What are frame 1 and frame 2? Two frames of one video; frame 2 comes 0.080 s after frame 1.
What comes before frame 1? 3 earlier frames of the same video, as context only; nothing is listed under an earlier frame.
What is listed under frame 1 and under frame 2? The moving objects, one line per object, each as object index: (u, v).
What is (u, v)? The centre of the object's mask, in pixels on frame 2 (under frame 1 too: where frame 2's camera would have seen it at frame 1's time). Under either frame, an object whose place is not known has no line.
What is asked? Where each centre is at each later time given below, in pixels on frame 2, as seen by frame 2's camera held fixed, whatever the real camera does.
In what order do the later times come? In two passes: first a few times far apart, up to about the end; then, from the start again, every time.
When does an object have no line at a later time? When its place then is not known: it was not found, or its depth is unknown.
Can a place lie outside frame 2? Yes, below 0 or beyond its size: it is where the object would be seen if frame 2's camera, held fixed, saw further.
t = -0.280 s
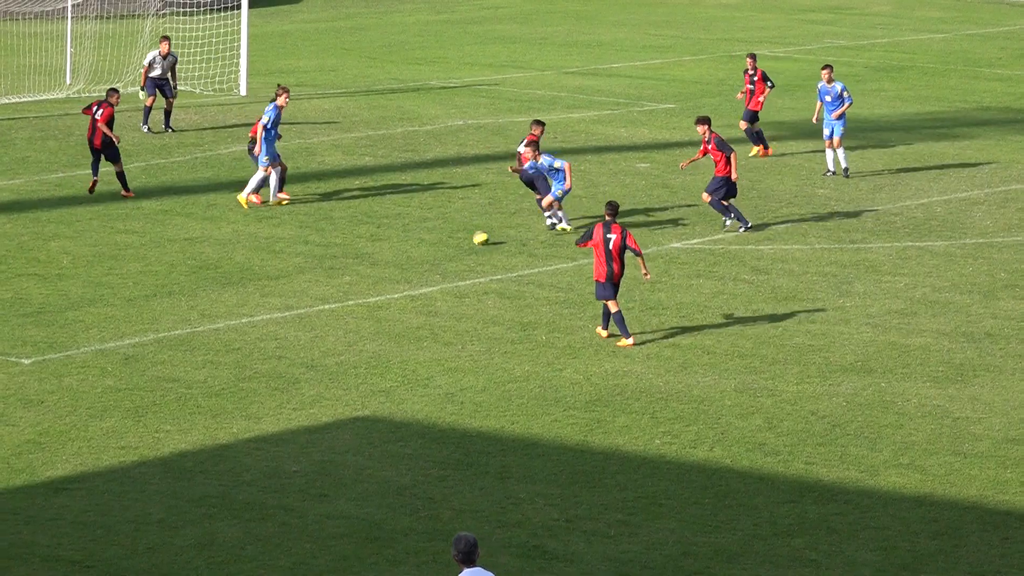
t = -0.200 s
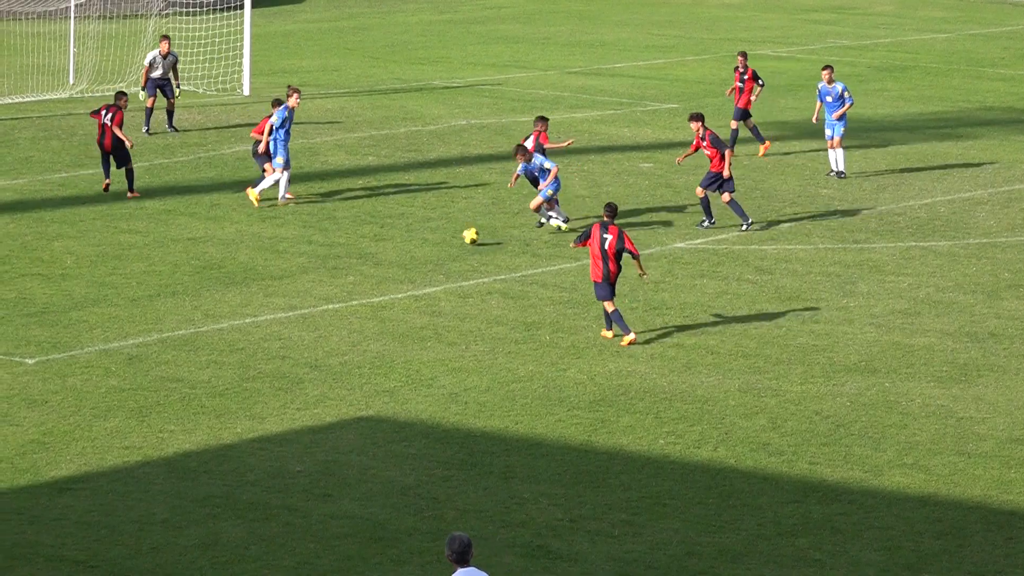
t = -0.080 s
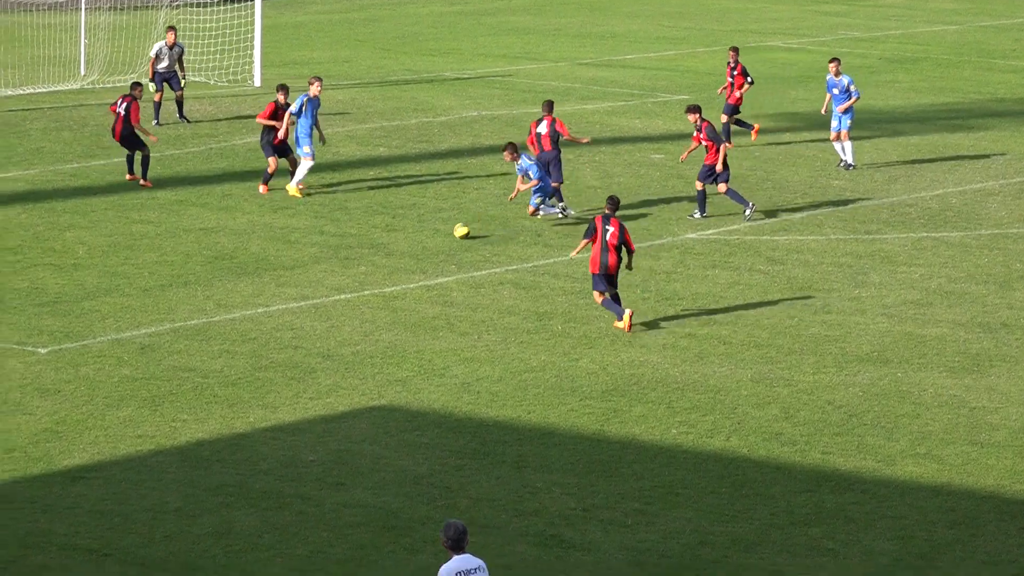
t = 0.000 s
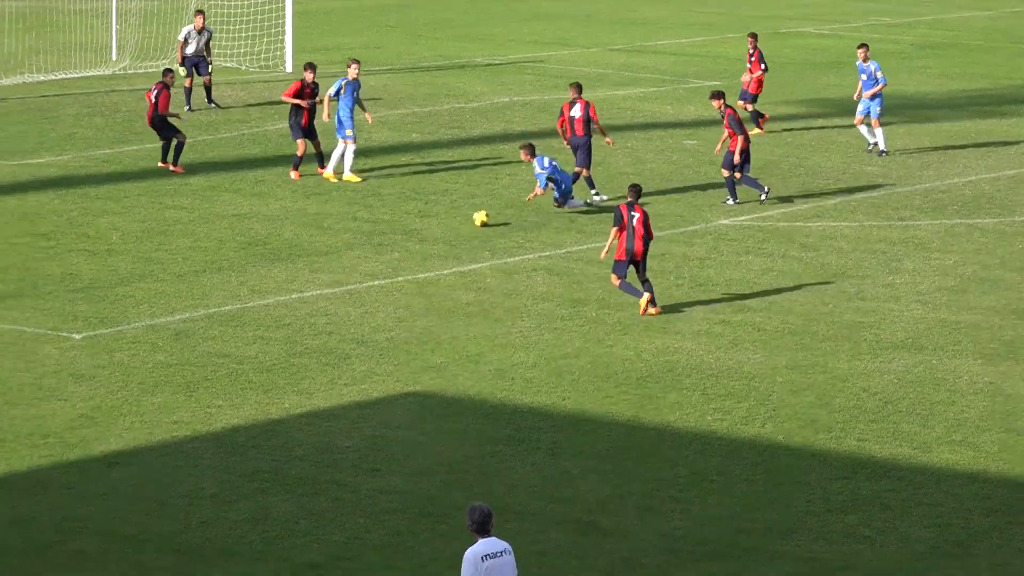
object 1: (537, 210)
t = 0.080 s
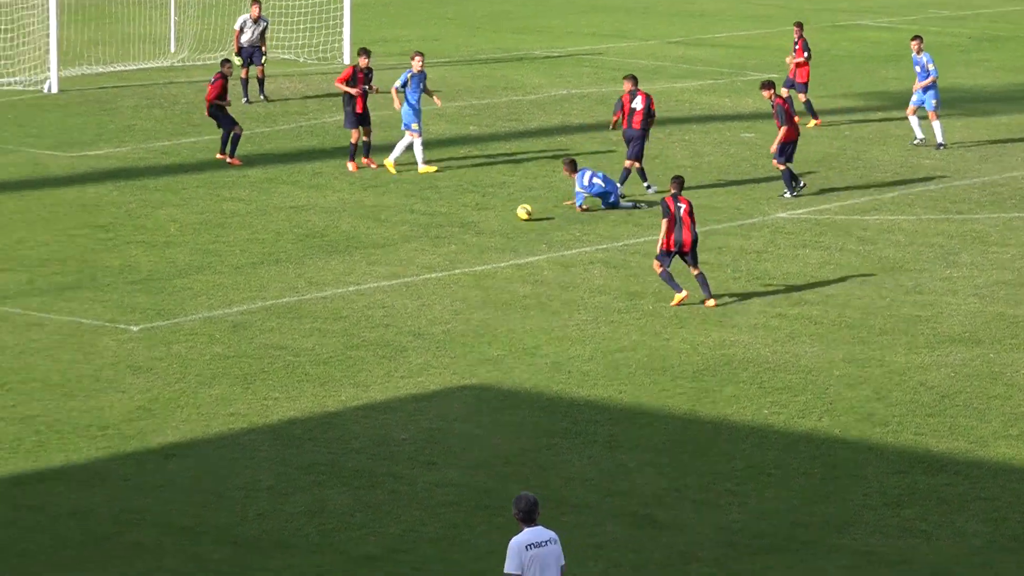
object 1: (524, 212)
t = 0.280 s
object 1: (493, 217)
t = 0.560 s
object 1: (448, 222)
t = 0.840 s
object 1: (405, 228)
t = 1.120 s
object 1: (365, 232)
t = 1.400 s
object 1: (327, 235)
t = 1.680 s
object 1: (292, 239)
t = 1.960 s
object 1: (260, 242)
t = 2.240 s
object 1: (230, 245)
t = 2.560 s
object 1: (201, 248)
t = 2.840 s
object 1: (178, 250)
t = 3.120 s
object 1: (159, 251)
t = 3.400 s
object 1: (144, 253)
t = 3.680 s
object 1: (134, 253)
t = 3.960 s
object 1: (125, 254)
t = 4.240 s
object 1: (119, 255)
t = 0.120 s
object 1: (518, 215)
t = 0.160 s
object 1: (511, 215)
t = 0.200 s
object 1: (505, 216)
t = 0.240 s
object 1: (499, 216)
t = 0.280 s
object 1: (493, 217)
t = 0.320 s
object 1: (487, 218)
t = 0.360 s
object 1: (480, 219)
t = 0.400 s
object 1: (474, 219)
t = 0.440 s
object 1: (467, 220)
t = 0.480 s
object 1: (461, 221)
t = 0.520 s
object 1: (455, 221)
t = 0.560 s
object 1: (448, 222)
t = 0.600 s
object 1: (442, 222)
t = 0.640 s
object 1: (435, 224)
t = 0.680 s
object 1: (429, 225)
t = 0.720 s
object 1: (424, 225)
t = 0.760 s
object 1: (417, 226)
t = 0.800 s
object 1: (411, 226)
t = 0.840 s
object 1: (405, 228)
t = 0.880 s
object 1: (399, 227)
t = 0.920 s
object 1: (393, 229)
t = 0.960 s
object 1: (387, 229)
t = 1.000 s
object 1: (381, 229)
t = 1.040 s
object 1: (376, 230)
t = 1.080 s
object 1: (370, 231)
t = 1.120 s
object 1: (365, 232)
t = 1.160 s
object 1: (359, 231)
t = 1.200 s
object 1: (353, 232)
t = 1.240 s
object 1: (348, 232)
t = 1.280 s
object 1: (343, 233)
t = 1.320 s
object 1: (337, 234)
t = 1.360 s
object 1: (332, 234)
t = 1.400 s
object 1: (327, 235)
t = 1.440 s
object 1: (322, 236)
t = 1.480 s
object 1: (317, 236)
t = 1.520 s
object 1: (311, 236)
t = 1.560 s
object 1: (307, 237)
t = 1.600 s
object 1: (302, 238)
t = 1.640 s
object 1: (296, 238)
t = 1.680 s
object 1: (292, 239)
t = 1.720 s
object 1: (287, 239)
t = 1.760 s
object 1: (282, 240)
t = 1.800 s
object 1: (277, 240)
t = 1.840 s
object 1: (273, 240)
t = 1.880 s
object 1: (268, 241)
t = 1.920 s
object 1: (264, 242)
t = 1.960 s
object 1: (260, 242)
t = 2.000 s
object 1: (255, 243)
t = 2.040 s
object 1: (251, 243)
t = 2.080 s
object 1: (247, 243)
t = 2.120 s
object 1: (243, 243)
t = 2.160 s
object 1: (238, 244)
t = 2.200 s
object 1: (234, 246)
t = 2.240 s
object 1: (230, 245)
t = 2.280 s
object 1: (226, 245)
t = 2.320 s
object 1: (223, 246)
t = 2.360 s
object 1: (219, 246)
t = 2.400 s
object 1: (215, 246)
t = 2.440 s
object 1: (211, 247)
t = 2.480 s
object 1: (208, 247)
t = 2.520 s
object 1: (204, 247)
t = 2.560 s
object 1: (201, 248)
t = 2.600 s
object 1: (198, 248)
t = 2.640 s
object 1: (194, 249)
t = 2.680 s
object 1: (190, 249)
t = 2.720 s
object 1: (188, 250)
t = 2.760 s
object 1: (185, 250)
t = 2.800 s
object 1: (181, 249)
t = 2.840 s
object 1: (178, 250)
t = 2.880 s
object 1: (175, 250)
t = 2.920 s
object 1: (173, 251)
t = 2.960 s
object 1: (170, 251)
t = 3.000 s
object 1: (167, 251)
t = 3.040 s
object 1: (164, 251)
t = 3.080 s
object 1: (162, 252)
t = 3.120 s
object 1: (159, 251)
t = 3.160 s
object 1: (157, 252)
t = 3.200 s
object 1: (155, 252)
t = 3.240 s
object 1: (152, 252)
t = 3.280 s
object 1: (151, 252)
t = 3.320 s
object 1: (148, 252)
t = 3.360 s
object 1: (146, 253)
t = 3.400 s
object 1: (144, 253)
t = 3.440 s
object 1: (142, 253)
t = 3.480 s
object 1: (141, 253)
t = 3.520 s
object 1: (139, 254)
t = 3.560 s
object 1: (138, 254)
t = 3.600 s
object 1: (136, 254)
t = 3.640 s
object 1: (135, 253)
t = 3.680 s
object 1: (134, 253)
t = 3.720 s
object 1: (132, 253)
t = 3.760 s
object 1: (131, 253)
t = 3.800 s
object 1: (129, 253)
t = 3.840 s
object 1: (128, 254)
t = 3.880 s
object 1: (127, 254)
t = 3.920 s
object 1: (126, 254)
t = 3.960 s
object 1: (125, 254)
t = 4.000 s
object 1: (124, 254)
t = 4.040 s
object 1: (123, 255)
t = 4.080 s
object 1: (122, 255)
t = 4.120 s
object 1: (121, 255)
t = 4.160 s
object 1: (121, 255)
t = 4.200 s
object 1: (120, 255)
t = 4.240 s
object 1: (119, 255)
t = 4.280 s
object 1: (119, 255)
